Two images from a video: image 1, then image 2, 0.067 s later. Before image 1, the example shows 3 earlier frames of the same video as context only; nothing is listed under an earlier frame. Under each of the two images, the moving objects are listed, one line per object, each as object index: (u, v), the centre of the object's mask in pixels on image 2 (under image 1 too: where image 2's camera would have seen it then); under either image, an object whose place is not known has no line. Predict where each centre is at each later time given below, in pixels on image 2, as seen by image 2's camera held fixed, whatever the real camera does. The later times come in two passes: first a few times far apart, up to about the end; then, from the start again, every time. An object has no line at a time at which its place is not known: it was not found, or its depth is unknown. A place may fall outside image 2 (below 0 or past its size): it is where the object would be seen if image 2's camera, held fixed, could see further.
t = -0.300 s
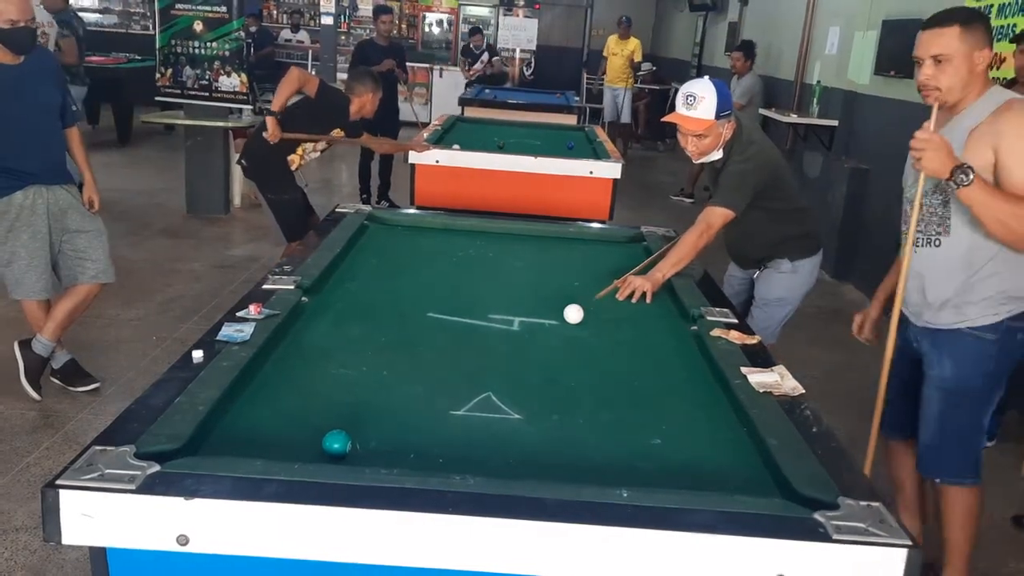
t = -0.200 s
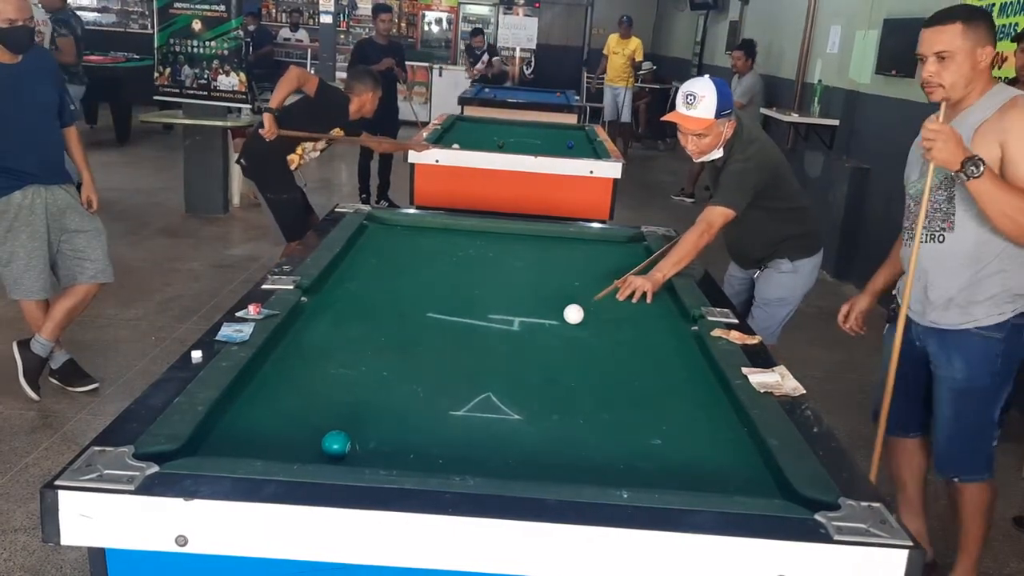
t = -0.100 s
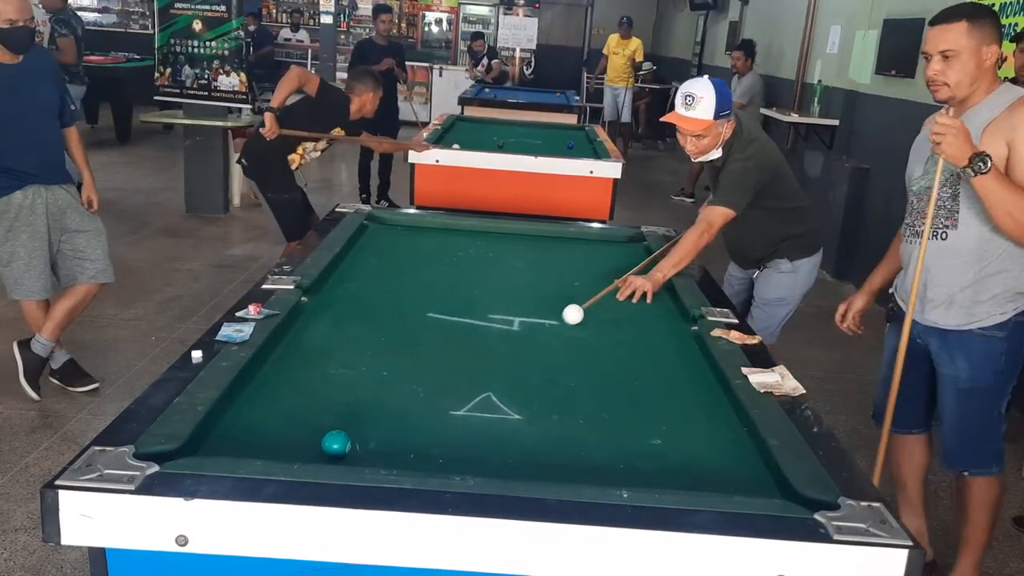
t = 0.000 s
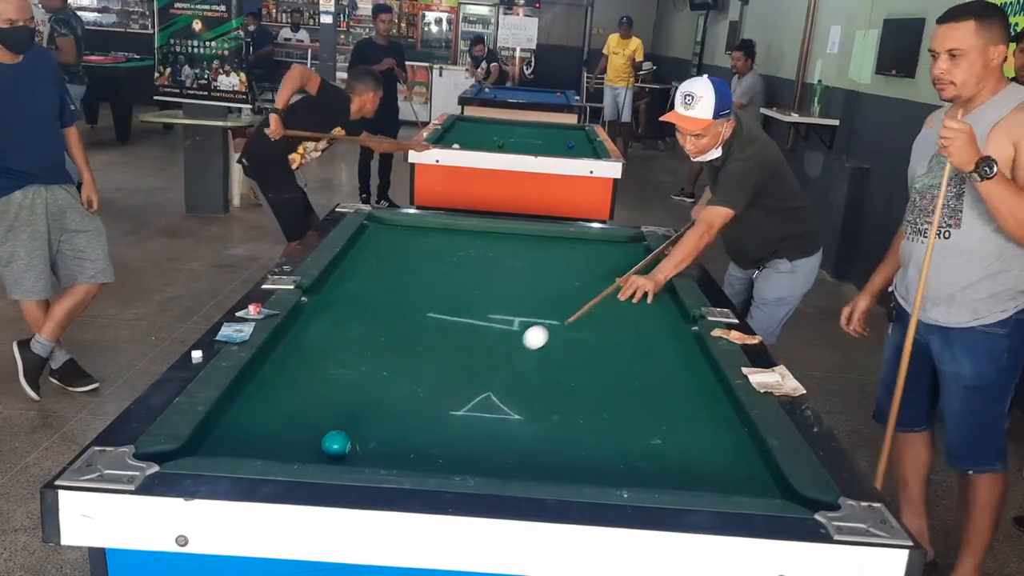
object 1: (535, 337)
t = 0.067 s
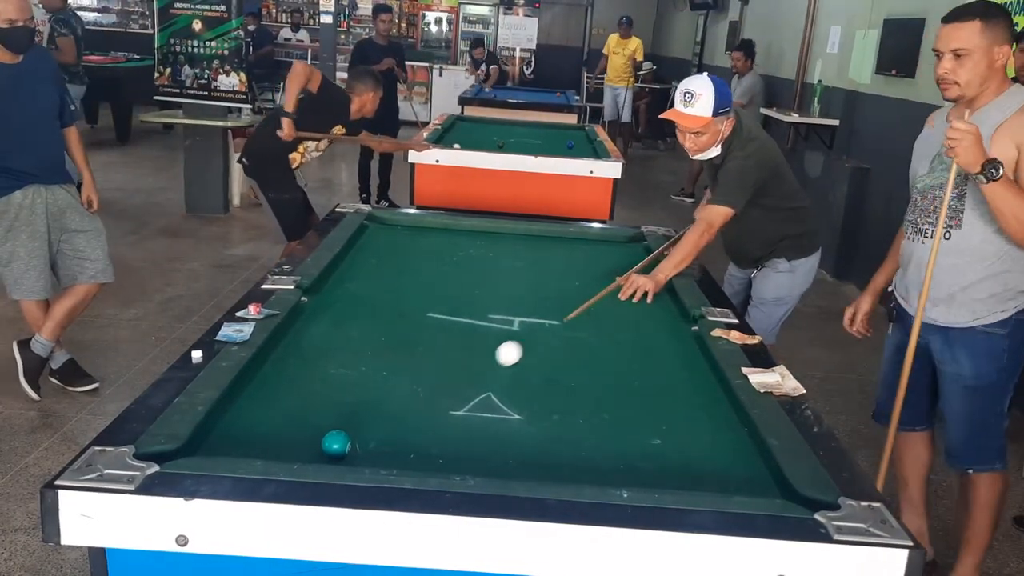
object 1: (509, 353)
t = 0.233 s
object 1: (437, 397)
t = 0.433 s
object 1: (362, 458)
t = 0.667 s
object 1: (386, 412)
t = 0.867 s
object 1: (402, 377)
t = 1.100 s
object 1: (416, 345)
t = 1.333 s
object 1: (428, 319)
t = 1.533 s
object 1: (437, 301)
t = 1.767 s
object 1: (445, 283)
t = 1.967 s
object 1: (452, 269)
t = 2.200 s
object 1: (459, 256)
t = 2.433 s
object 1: (465, 244)
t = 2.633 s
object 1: (469, 235)
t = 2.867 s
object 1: (474, 227)
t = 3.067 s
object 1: (476, 230)
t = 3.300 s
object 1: (476, 237)
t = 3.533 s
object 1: (478, 243)
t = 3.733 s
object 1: (479, 248)
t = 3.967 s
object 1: (482, 255)
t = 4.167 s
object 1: (485, 260)
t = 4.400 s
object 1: (487, 267)
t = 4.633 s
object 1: (490, 273)
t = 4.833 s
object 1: (493, 278)
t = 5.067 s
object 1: (496, 284)
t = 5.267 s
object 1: (498, 289)
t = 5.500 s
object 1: (501, 295)
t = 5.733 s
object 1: (504, 300)
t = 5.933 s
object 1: (506, 304)
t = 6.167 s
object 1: (508, 309)
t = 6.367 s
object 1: (510, 313)
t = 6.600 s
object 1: (512, 316)
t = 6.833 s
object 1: (513, 320)
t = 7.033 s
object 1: (513, 322)
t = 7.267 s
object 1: (515, 324)
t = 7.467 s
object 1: (516, 325)
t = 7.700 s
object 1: (515, 327)
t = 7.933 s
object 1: (516, 326)
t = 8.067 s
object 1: (517, 326)
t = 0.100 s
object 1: (495, 361)
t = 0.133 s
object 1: (482, 369)
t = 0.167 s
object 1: (468, 378)
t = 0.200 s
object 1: (453, 387)
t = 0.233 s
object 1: (437, 397)
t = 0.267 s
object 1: (420, 407)
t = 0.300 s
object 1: (403, 418)
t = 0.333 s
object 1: (384, 430)
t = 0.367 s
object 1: (366, 441)
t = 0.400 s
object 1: (365, 450)
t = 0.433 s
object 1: (362, 458)
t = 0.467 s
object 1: (365, 453)
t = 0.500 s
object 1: (370, 446)
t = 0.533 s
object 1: (374, 439)
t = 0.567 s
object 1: (378, 432)
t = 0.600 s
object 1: (380, 425)
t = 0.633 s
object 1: (384, 418)
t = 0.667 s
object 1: (386, 412)
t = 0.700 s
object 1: (389, 406)
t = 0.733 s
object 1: (392, 399)
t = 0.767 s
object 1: (394, 394)
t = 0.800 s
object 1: (397, 388)
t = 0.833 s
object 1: (399, 382)
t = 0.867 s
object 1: (402, 377)
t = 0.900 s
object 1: (404, 372)
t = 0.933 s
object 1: (406, 367)
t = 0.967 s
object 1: (408, 363)
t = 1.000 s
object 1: (410, 358)
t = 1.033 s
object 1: (412, 353)
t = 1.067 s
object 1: (414, 349)
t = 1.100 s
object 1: (416, 345)
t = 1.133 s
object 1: (418, 341)
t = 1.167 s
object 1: (420, 337)
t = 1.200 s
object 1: (422, 333)
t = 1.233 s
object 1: (424, 329)
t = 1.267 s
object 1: (425, 326)
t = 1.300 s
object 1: (427, 322)
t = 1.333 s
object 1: (428, 319)
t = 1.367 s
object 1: (430, 316)
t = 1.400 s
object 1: (431, 313)
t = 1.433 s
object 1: (433, 309)
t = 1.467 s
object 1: (434, 306)
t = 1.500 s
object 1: (435, 303)
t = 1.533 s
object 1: (437, 301)
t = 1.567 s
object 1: (438, 298)
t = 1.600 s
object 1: (439, 295)
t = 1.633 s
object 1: (441, 293)
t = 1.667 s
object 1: (442, 290)
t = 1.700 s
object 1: (443, 287)
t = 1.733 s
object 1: (444, 285)
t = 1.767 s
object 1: (445, 283)
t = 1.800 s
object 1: (447, 280)
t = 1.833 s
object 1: (448, 278)
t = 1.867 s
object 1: (449, 276)
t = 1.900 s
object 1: (450, 273)
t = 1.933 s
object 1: (451, 271)
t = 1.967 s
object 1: (452, 269)
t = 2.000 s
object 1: (453, 267)
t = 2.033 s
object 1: (454, 265)
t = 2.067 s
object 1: (455, 263)
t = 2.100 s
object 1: (456, 261)
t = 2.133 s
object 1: (457, 260)
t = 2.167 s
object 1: (458, 258)
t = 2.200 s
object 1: (459, 256)
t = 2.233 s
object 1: (460, 254)
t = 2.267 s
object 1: (461, 253)
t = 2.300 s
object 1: (461, 251)
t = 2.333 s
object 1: (462, 249)
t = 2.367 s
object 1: (463, 247)
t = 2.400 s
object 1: (464, 246)
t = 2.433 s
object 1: (465, 244)
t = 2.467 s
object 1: (466, 243)
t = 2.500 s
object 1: (466, 241)
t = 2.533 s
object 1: (467, 240)
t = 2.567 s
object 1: (468, 238)
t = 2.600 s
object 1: (469, 237)
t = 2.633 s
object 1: (469, 235)
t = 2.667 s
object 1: (470, 234)
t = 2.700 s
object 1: (471, 233)
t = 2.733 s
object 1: (471, 232)
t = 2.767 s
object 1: (472, 231)
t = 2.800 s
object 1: (473, 229)
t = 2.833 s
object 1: (474, 228)
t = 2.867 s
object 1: (474, 227)
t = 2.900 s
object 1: (475, 226)
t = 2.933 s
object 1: (475, 227)
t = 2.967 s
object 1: (475, 228)
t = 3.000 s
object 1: (475, 228)
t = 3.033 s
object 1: (475, 229)
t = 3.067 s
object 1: (476, 230)
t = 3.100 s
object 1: (476, 231)
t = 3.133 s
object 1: (476, 232)
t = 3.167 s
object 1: (476, 233)
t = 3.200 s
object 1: (476, 234)
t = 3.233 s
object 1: (476, 235)
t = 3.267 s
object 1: (476, 235)
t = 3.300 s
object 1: (476, 237)
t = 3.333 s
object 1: (477, 237)
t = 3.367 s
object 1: (477, 238)
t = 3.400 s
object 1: (477, 239)
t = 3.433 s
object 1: (477, 240)
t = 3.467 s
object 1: (478, 241)
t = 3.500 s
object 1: (478, 242)
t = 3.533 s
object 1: (478, 243)
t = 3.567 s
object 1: (478, 244)
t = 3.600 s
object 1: (479, 245)
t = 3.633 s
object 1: (478, 245)
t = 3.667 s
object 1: (479, 246)
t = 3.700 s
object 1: (479, 247)
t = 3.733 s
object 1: (479, 248)
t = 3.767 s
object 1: (479, 249)
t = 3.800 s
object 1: (480, 250)
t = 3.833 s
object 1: (480, 251)
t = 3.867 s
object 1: (481, 252)
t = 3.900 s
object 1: (481, 253)
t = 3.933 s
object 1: (482, 254)
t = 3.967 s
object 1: (482, 255)
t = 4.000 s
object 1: (482, 256)
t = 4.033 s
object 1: (483, 257)
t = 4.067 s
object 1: (483, 258)
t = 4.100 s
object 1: (484, 259)
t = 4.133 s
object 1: (484, 259)
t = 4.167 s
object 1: (485, 260)
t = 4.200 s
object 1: (485, 261)
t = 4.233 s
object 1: (486, 262)
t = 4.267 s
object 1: (486, 263)
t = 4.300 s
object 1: (486, 264)
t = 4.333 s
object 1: (486, 265)
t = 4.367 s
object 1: (487, 266)
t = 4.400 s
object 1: (487, 267)
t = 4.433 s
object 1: (488, 268)
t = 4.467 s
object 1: (488, 268)
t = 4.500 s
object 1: (489, 269)
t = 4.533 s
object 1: (489, 270)
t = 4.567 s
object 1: (489, 271)
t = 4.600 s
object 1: (490, 272)
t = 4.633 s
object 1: (490, 273)
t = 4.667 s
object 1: (490, 274)
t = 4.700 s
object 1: (491, 275)
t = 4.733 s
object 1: (491, 276)
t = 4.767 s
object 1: (492, 277)
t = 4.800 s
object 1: (492, 277)
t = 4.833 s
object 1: (493, 278)
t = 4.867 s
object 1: (493, 279)
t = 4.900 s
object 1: (494, 280)
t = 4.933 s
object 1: (494, 281)
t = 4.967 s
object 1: (494, 282)
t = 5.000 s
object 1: (495, 283)
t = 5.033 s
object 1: (495, 284)
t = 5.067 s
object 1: (496, 284)
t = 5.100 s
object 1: (496, 285)
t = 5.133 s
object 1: (496, 286)
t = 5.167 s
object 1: (497, 287)
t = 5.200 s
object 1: (497, 288)
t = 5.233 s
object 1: (498, 289)
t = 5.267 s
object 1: (498, 289)
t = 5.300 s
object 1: (499, 290)
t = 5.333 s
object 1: (499, 291)
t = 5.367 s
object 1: (499, 292)
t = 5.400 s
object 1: (500, 292)
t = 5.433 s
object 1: (500, 293)
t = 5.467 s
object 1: (501, 294)
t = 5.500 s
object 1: (501, 295)
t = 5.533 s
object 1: (502, 296)
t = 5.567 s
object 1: (502, 296)
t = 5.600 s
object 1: (502, 297)
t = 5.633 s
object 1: (503, 298)
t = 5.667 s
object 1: (503, 299)
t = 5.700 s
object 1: (503, 299)
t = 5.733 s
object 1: (504, 300)
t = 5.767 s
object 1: (504, 301)
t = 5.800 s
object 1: (504, 302)
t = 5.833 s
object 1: (505, 302)
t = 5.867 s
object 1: (505, 303)
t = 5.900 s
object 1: (506, 304)
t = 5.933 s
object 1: (506, 304)
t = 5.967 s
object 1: (506, 305)
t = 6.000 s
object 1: (507, 306)
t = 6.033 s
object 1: (507, 306)
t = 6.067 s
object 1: (507, 307)
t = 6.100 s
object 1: (507, 308)
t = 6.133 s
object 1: (508, 308)
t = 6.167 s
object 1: (508, 309)
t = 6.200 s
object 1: (508, 310)
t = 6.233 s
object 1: (509, 310)
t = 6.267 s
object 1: (509, 311)
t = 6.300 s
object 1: (509, 312)
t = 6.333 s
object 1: (510, 312)
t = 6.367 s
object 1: (510, 313)
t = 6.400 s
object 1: (510, 313)
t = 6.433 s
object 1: (511, 314)
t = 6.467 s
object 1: (511, 314)
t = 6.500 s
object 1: (511, 315)
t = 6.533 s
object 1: (511, 315)
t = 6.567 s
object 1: (512, 316)
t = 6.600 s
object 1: (512, 316)
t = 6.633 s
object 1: (512, 317)
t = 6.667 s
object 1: (512, 317)
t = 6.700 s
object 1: (512, 318)
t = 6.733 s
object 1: (513, 318)
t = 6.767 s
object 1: (513, 319)
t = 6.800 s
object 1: (513, 319)
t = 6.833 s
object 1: (513, 320)
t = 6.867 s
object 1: (513, 320)
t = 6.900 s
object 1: (513, 320)
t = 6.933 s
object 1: (513, 321)
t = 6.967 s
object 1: (513, 321)
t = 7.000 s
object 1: (513, 322)
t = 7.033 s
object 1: (513, 322)
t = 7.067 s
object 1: (514, 322)
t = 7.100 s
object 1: (514, 323)
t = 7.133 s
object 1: (514, 323)
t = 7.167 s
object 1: (515, 323)
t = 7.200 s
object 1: (515, 324)
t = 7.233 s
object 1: (515, 324)
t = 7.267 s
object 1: (515, 324)
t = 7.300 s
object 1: (515, 324)
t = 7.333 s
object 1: (515, 324)
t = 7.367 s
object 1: (516, 324)
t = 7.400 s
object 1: (516, 325)
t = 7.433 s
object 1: (516, 325)
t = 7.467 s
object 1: (516, 325)
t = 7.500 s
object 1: (516, 326)
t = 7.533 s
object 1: (516, 326)
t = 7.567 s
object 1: (516, 326)
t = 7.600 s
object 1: (516, 326)
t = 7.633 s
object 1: (515, 327)
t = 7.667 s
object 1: (515, 327)
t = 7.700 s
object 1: (515, 327)
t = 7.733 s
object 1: (515, 327)
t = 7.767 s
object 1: (515, 327)
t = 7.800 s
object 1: (515, 327)
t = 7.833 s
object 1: (515, 327)
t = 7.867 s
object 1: (515, 327)
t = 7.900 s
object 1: (515, 327)
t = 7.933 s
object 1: (516, 326)
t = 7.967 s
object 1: (516, 326)
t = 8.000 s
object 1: (516, 326)
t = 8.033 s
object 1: (516, 326)
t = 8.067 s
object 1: (517, 326)
